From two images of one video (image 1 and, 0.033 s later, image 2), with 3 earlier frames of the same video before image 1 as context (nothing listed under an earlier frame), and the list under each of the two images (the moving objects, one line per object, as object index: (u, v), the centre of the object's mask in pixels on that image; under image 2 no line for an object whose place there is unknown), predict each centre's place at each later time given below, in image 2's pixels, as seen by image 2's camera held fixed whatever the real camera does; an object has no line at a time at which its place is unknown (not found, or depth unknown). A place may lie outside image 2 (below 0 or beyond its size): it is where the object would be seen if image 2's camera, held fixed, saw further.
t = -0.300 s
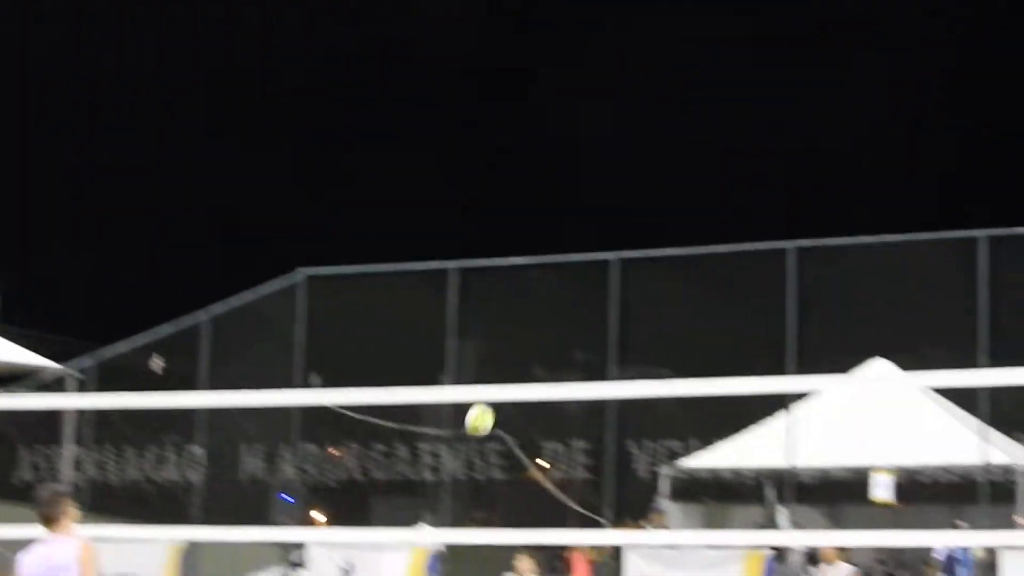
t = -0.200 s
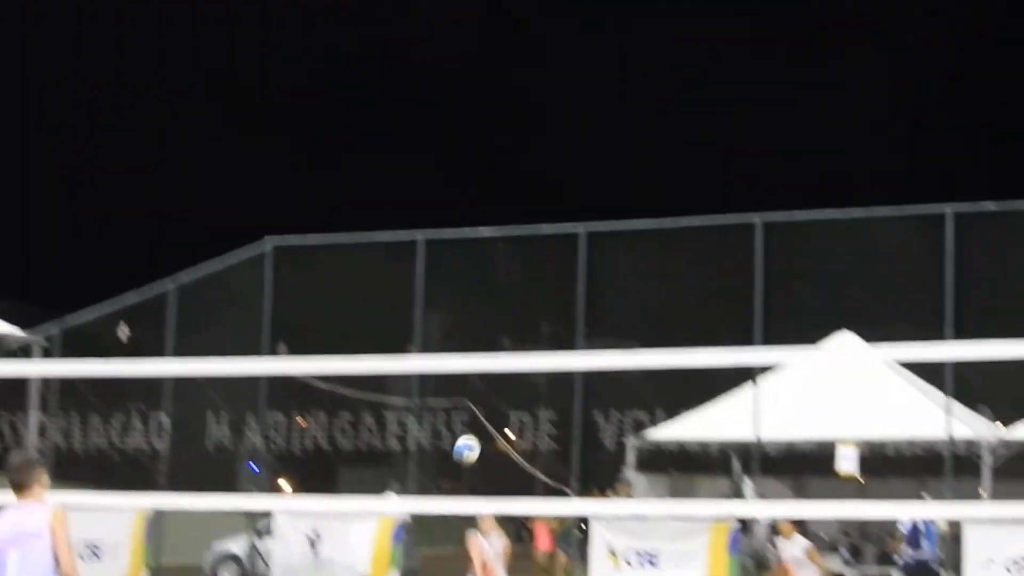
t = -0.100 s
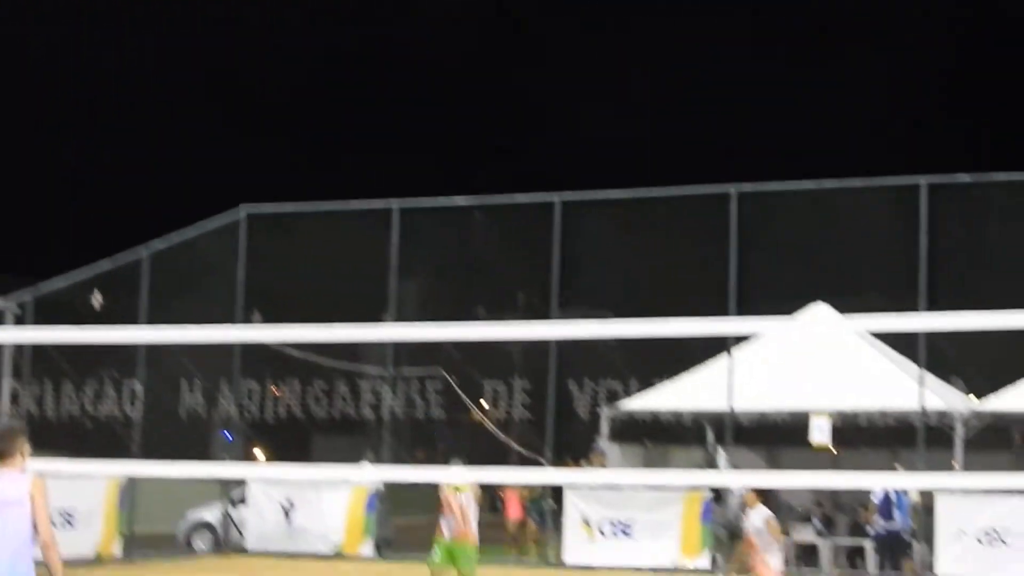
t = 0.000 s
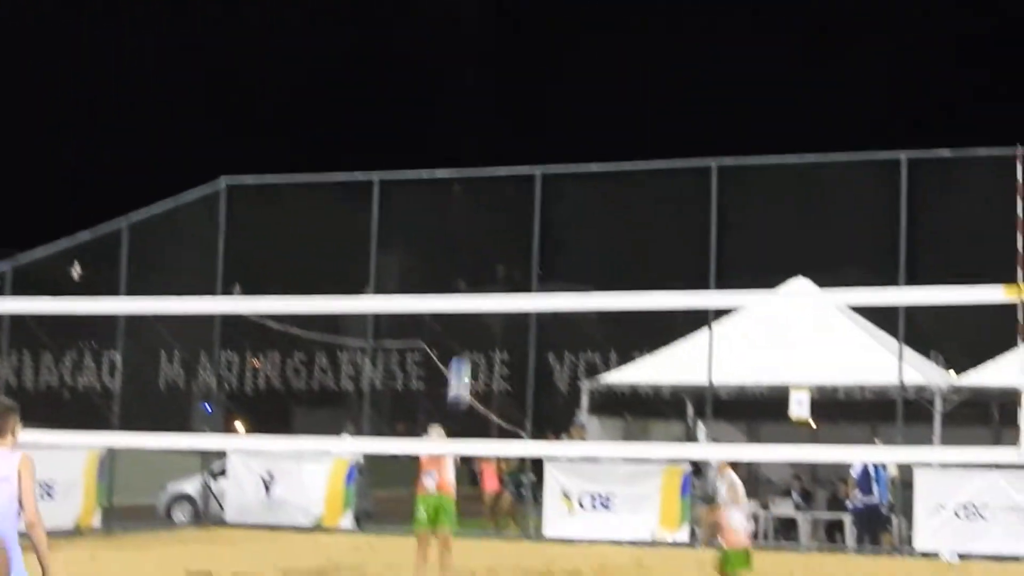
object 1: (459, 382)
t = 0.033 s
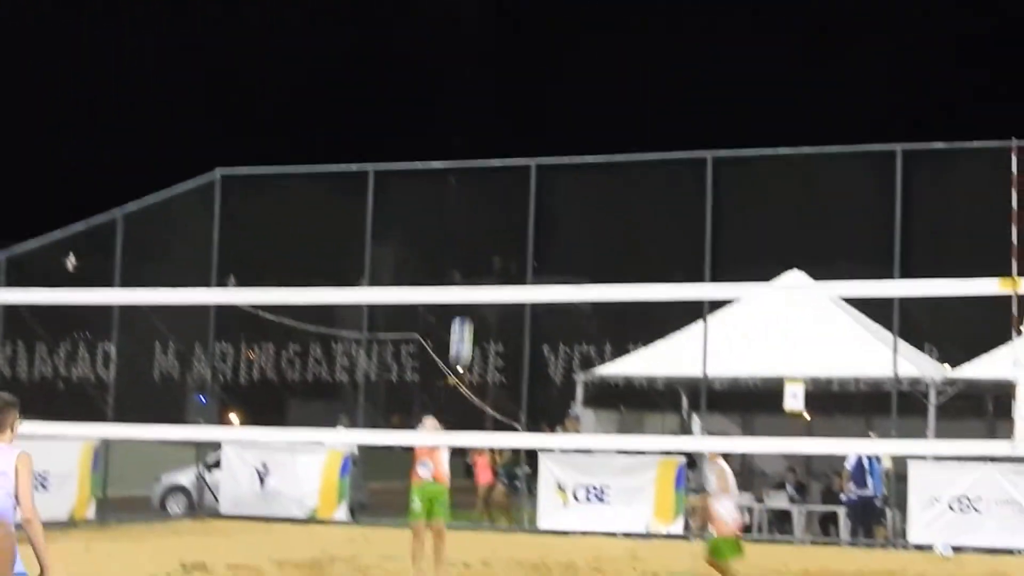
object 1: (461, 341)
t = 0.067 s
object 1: (468, 319)
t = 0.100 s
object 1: (477, 272)
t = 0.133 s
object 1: (484, 253)
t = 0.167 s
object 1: (492, 226)
